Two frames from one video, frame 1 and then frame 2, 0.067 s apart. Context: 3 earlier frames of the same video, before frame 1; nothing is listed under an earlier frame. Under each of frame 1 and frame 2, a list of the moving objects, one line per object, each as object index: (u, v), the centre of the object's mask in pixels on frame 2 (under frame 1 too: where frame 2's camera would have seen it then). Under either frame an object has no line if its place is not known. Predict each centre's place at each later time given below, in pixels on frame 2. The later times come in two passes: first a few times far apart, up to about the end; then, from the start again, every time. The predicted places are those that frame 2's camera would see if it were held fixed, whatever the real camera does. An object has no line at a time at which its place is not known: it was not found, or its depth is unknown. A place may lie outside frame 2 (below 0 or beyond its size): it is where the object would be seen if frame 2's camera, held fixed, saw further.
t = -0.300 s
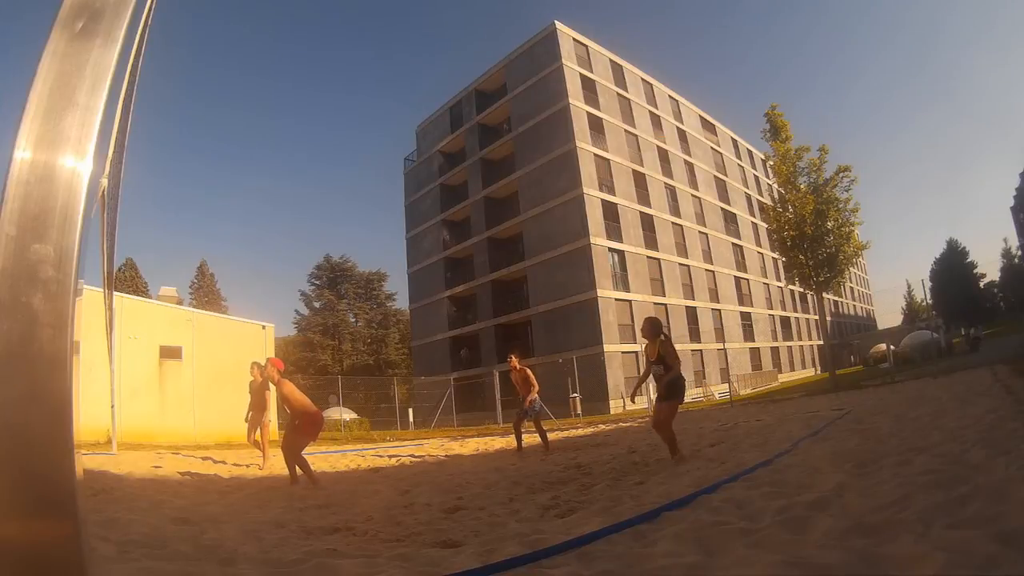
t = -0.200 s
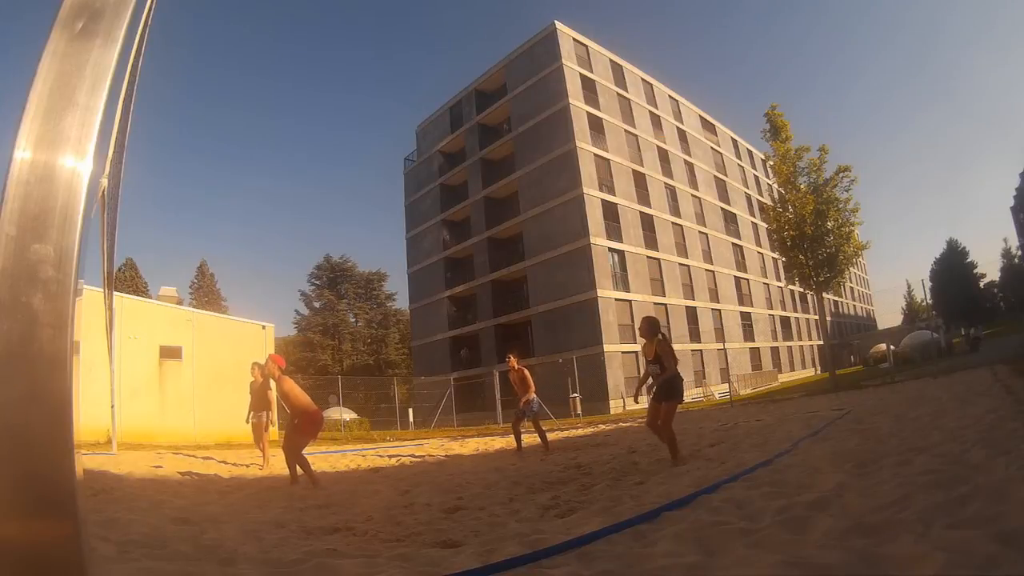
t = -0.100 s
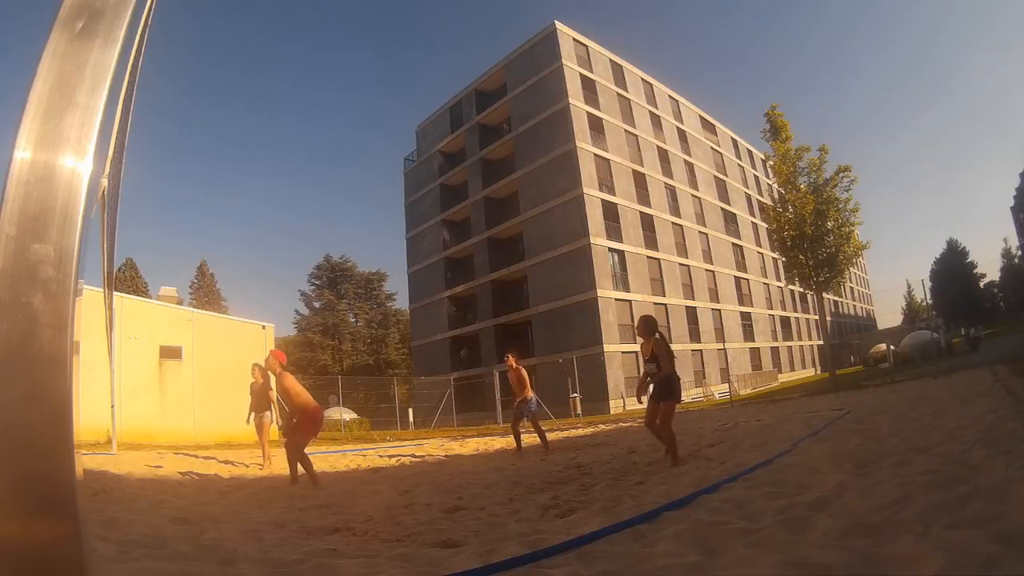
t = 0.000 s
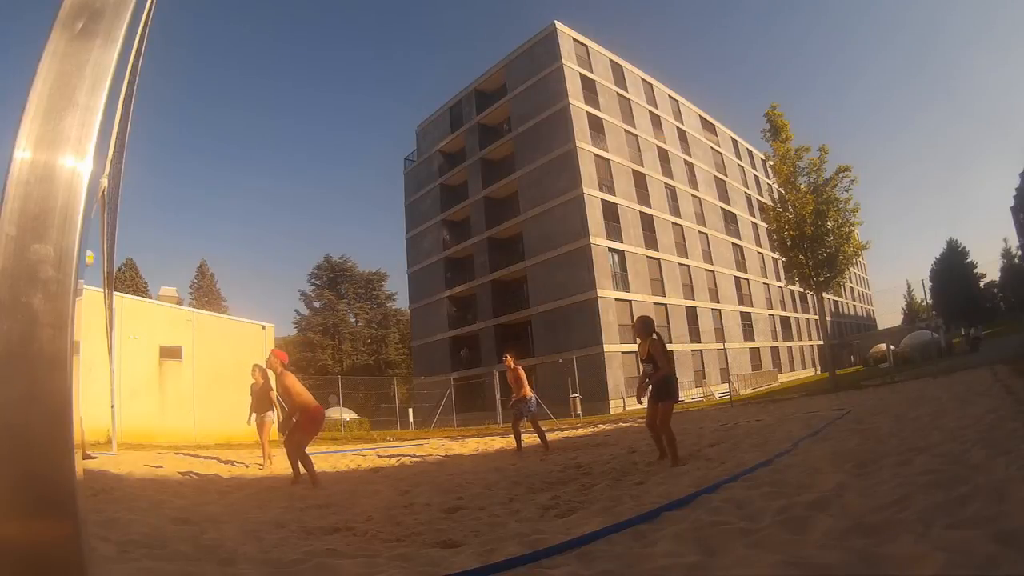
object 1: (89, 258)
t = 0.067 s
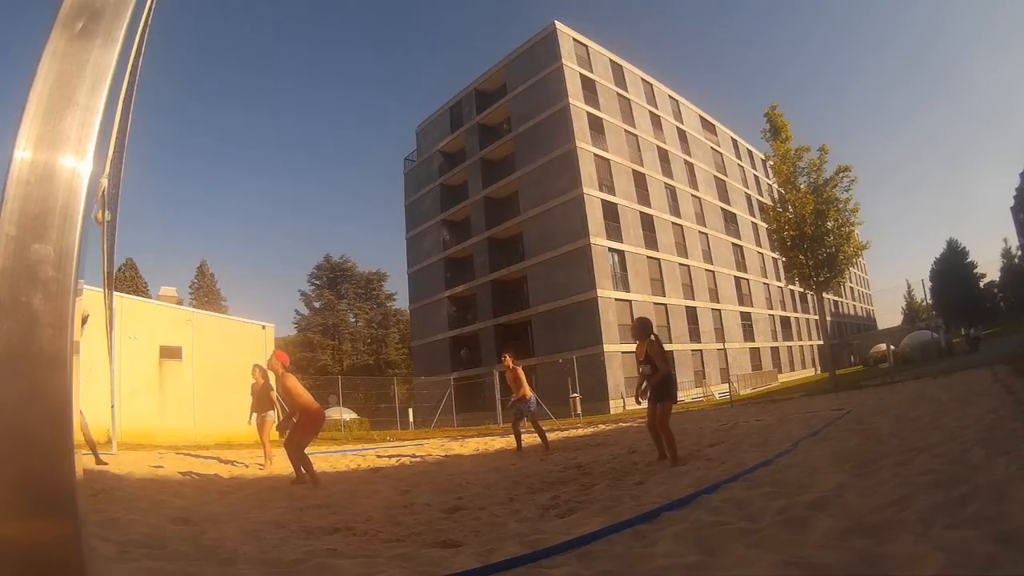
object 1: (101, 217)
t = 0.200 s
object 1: (138, 150)
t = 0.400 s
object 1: (189, 82)
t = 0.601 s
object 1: (237, 44)
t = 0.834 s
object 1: (286, 31)
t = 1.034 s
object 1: (327, 47)
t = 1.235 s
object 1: (369, 91)
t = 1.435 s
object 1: (417, 170)
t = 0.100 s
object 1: (112, 197)
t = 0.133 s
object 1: (124, 182)
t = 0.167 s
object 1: (130, 165)
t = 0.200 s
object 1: (138, 150)
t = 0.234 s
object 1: (147, 136)
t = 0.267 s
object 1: (156, 124)
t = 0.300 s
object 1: (164, 112)
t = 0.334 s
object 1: (173, 101)
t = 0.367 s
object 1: (181, 90)
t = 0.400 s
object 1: (189, 82)
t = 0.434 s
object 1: (197, 73)
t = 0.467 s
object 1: (206, 66)
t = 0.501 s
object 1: (213, 59)
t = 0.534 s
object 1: (221, 53)
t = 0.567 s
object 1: (229, 48)
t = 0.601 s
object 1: (237, 44)
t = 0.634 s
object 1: (244, 40)
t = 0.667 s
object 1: (251, 37)
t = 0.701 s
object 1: (258, 34)
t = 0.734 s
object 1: (265, 32)
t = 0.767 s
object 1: (272, 31)
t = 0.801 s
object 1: (279, 31)
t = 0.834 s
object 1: (286, 31)
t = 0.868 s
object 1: (293, 33)
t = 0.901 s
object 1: (299, 34)
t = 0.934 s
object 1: (306, 36)
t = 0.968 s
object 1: (313, 39)
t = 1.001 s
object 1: (320, 42)
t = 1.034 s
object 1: (327, 47)
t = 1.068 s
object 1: (333, 52)
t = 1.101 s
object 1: (340, 58)
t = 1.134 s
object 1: (347, 65)
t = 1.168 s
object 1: (355, 73)
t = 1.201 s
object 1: (362, 81)
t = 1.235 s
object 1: (369, 91)
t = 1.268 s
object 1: (376, 101)
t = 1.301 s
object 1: (384, 112)
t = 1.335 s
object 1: (392, 125)
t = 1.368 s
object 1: (400, 139)
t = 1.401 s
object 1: (409, 154)
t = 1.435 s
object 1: (417, 170)
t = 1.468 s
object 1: (426, 189)
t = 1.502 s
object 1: (435, 208)
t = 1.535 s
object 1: (445, 228)
